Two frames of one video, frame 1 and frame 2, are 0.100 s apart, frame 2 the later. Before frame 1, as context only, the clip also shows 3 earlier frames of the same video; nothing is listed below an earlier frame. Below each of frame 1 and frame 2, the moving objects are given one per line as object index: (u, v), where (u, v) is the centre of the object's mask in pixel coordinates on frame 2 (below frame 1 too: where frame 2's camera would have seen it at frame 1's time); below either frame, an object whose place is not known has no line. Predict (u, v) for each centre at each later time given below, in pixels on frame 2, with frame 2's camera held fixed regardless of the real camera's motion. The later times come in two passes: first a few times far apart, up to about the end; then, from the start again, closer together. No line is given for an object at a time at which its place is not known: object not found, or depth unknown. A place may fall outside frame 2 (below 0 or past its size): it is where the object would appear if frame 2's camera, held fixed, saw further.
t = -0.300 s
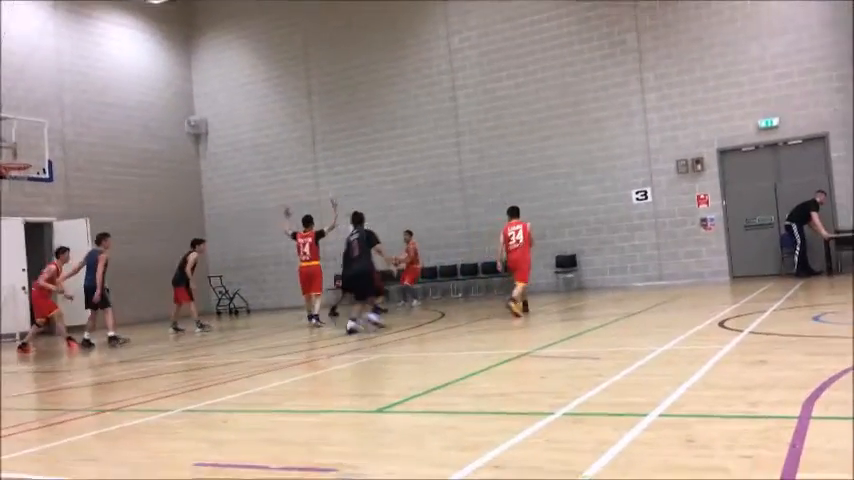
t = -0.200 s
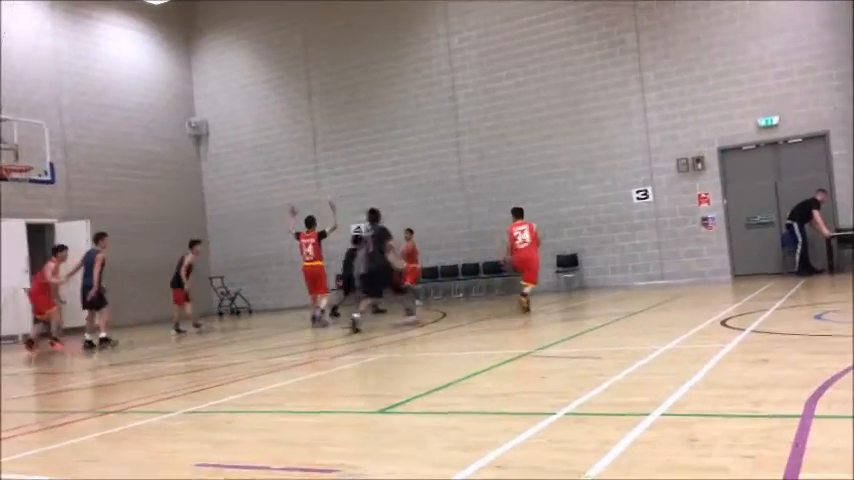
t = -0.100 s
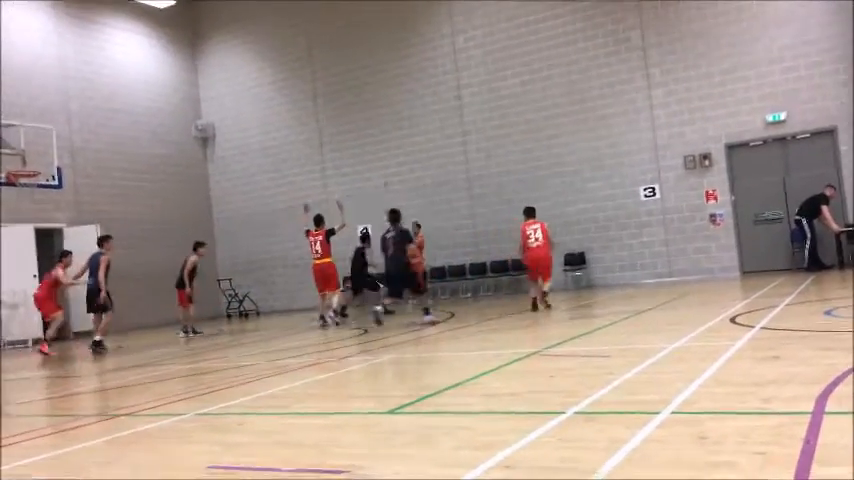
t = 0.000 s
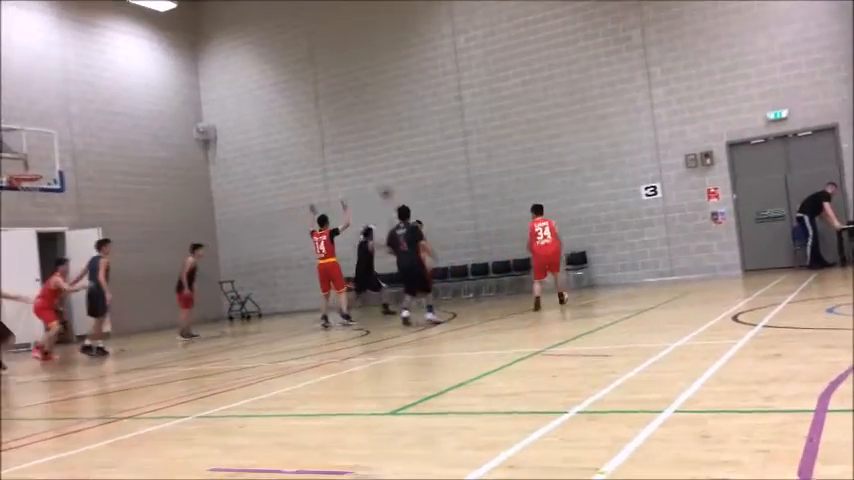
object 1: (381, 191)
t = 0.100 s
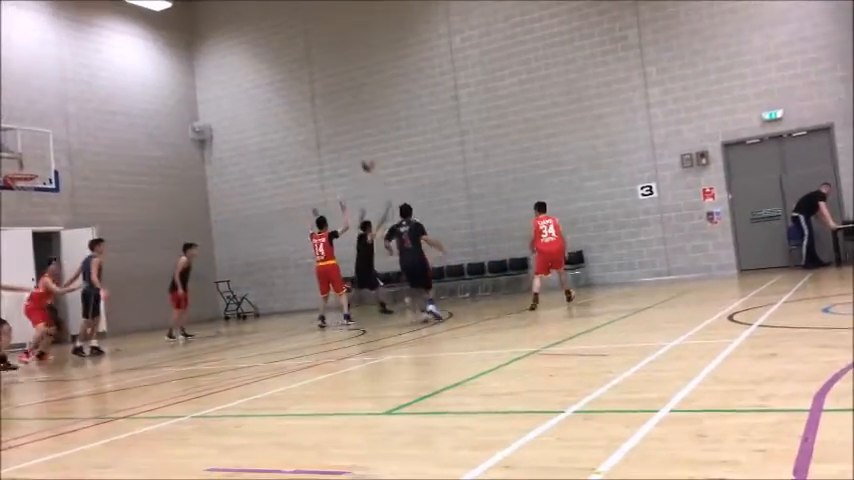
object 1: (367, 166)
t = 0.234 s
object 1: (346, 133)
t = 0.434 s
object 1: (308, 88)
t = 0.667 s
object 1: (256, 58)
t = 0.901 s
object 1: (189, 61)
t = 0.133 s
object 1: (361, 156)
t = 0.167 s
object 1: (357, 148)
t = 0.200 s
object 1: (353, 140)
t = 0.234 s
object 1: (346, 133)
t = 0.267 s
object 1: (340, 122)
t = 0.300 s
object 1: (334, 117)
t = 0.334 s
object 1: (329, 109)
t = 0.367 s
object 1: (321, 101)
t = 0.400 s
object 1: (314, 94)
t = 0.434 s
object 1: (308, 88)
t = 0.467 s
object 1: (303, 83)
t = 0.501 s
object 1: (294, 78)
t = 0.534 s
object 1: (287, 73)
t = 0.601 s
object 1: (272, 65)
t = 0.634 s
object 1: (264, 61)
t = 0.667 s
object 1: (256, 58)
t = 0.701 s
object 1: (248, 56)
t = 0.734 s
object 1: (239, 56)
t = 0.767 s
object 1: (230, 56)
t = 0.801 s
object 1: (219, 56)
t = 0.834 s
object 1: (210, 56)
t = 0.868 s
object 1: (201, 58)
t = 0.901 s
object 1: (189, 61)
